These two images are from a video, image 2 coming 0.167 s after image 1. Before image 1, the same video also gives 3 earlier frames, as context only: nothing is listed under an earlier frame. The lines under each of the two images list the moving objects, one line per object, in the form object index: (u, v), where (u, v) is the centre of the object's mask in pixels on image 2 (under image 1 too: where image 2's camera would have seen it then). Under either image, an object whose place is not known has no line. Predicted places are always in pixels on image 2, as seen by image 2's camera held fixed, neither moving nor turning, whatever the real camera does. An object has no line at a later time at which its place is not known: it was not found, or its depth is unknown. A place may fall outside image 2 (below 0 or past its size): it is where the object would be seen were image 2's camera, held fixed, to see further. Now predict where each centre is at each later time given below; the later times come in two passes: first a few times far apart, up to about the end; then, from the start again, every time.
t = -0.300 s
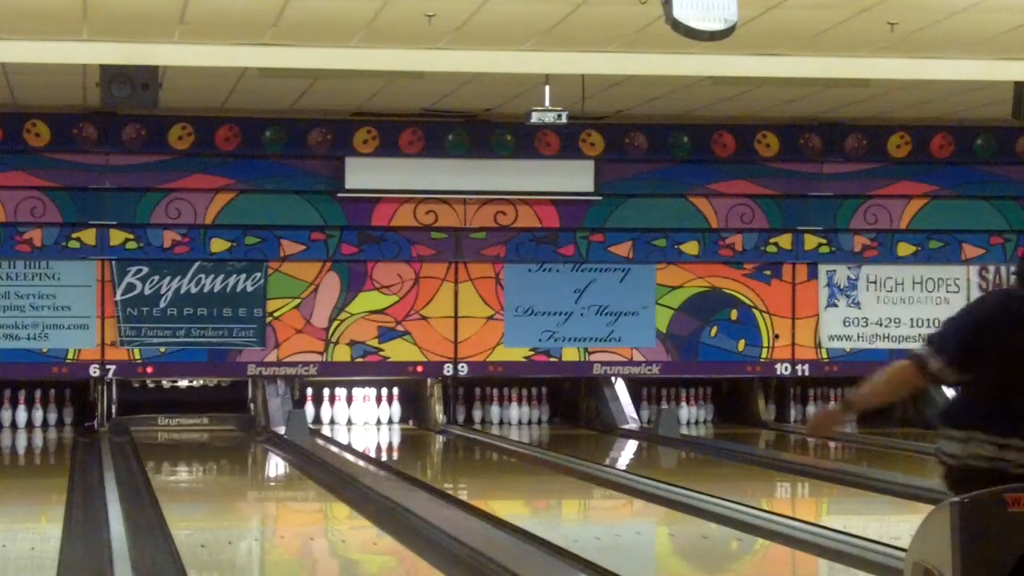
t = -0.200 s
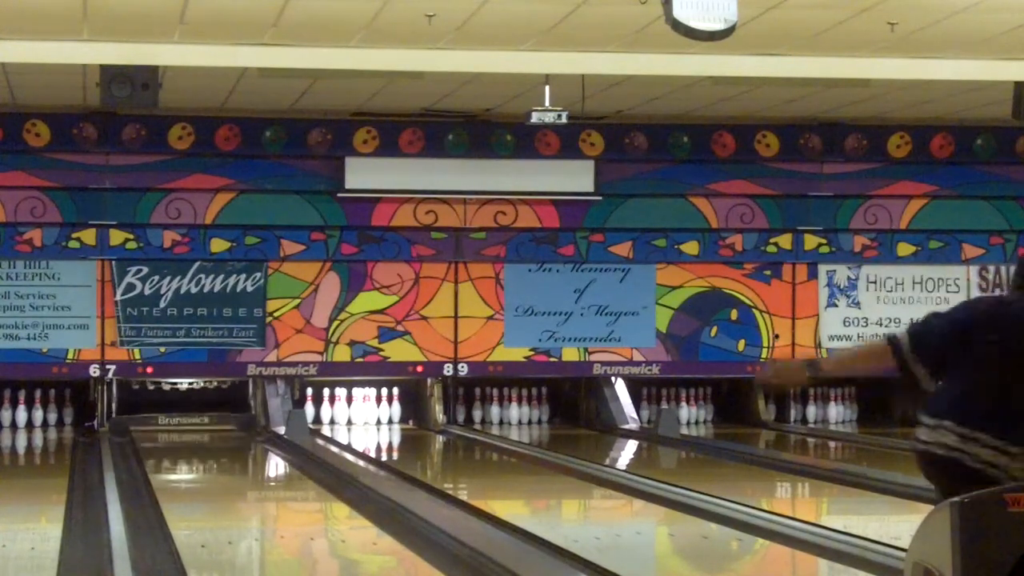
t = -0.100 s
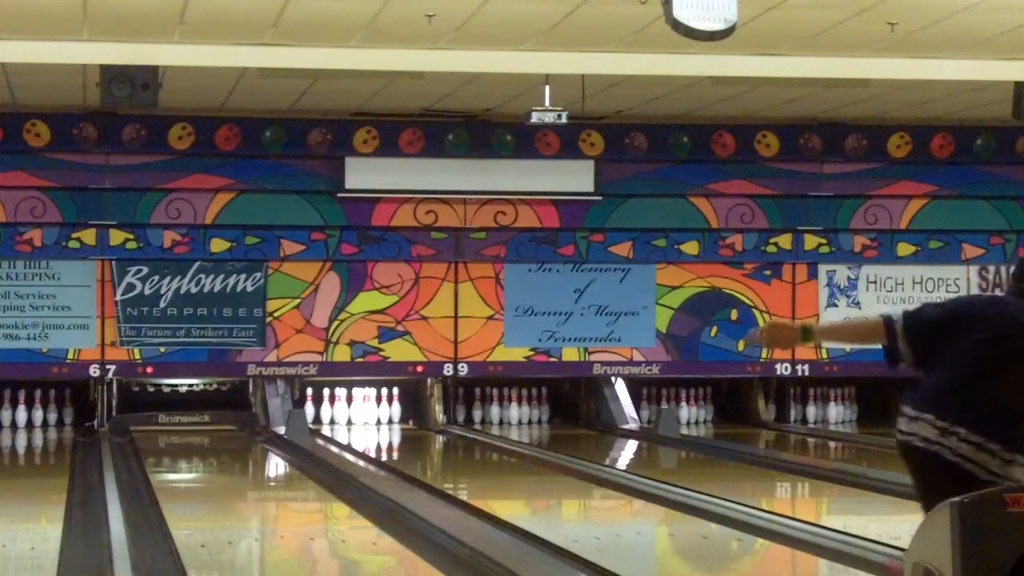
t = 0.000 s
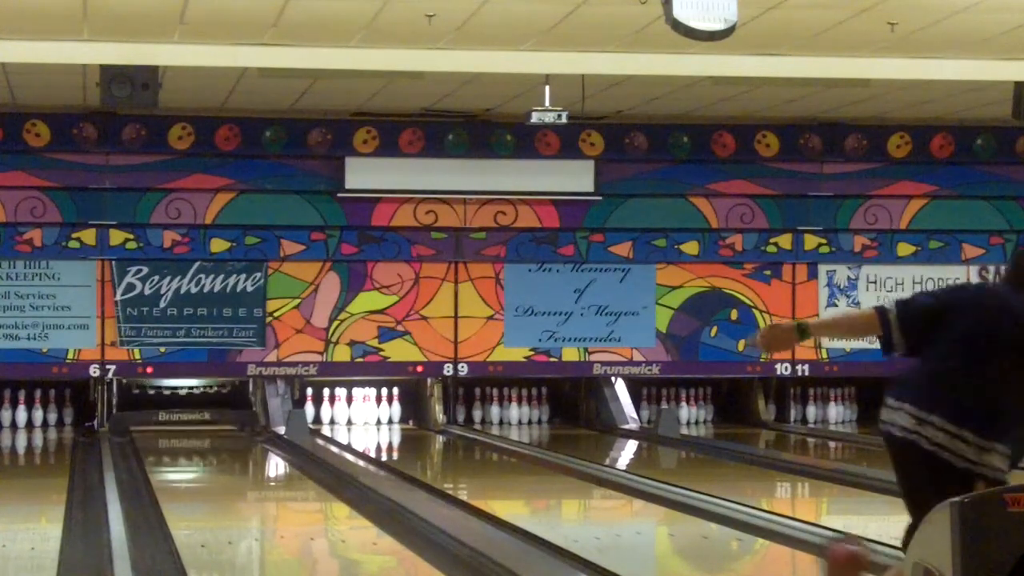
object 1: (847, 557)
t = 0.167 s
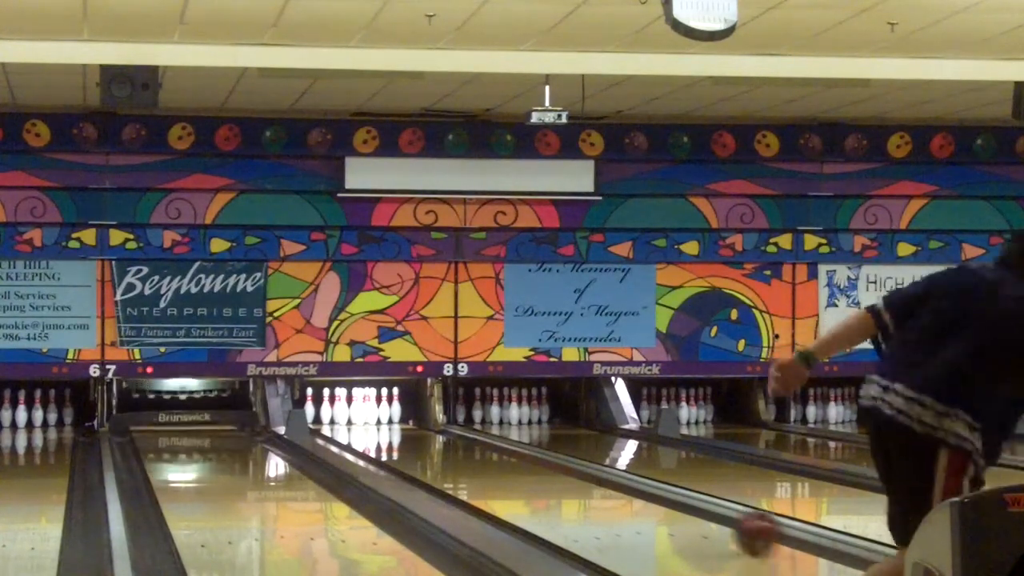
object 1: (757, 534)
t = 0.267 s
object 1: (712, 520)
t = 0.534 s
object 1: (620, 489)
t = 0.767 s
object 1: (560, 471)
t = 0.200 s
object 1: (741, 528)
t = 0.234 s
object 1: (726, 523)
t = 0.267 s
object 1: (712, 520)
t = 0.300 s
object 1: (698, 515)
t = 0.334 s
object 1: (686, 511)
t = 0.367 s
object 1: (674, 507)
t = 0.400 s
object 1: (662, 503)
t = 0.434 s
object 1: (651, 499)
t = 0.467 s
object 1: (641, 496)
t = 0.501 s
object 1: (631, 493)
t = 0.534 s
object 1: (620, 489)
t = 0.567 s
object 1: (610, 487)
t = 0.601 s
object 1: (602, 485)
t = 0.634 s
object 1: (591, 481)
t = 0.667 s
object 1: (583, 478)
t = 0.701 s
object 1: (575, 476)
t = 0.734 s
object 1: (566, 473)
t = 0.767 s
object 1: (560, 471)
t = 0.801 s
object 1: (552, 469)
